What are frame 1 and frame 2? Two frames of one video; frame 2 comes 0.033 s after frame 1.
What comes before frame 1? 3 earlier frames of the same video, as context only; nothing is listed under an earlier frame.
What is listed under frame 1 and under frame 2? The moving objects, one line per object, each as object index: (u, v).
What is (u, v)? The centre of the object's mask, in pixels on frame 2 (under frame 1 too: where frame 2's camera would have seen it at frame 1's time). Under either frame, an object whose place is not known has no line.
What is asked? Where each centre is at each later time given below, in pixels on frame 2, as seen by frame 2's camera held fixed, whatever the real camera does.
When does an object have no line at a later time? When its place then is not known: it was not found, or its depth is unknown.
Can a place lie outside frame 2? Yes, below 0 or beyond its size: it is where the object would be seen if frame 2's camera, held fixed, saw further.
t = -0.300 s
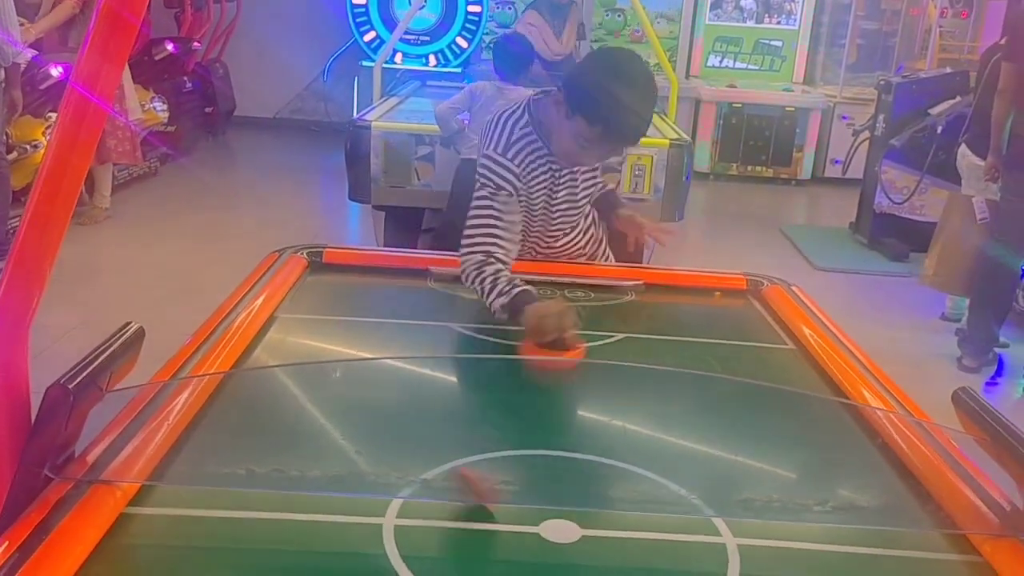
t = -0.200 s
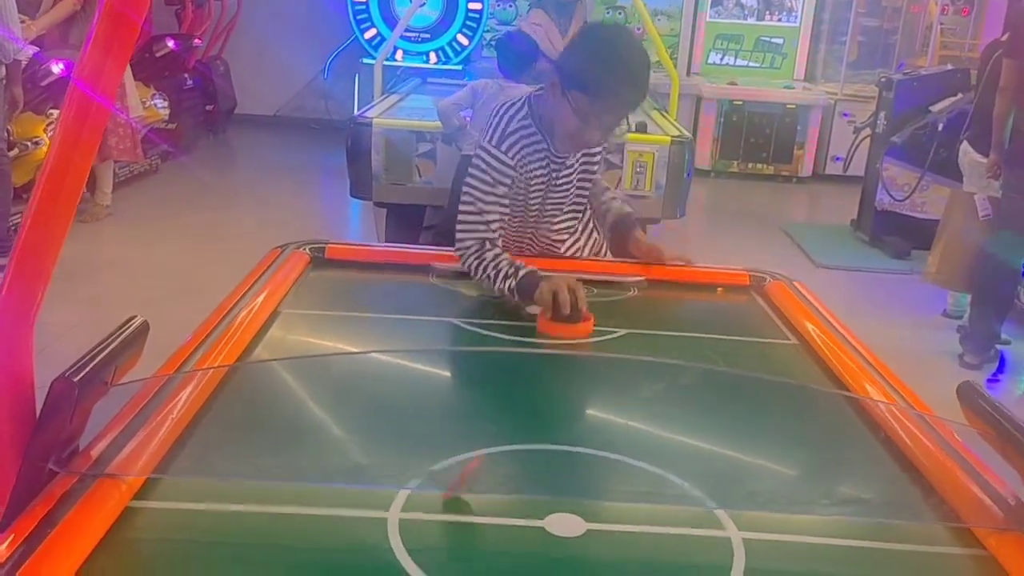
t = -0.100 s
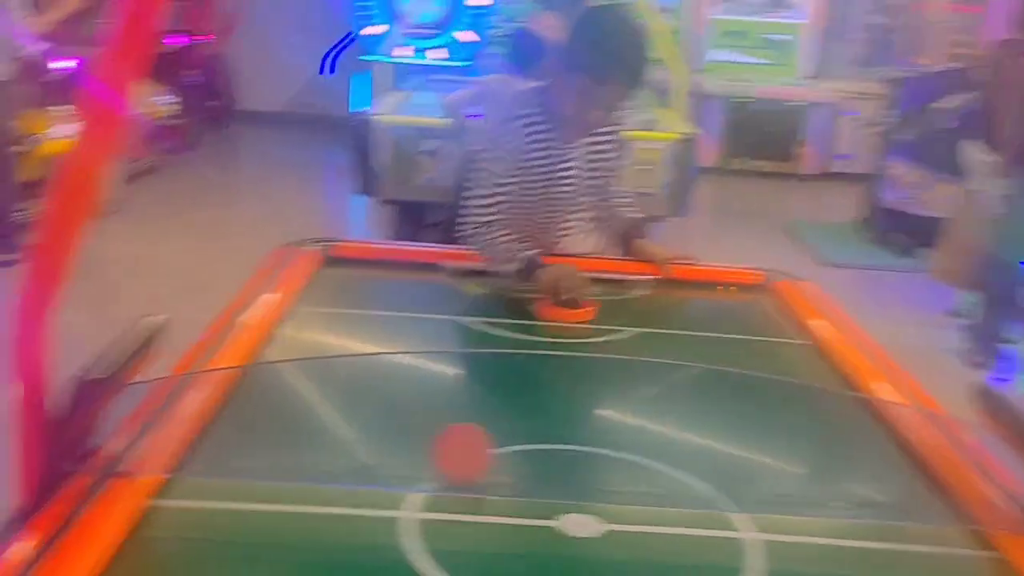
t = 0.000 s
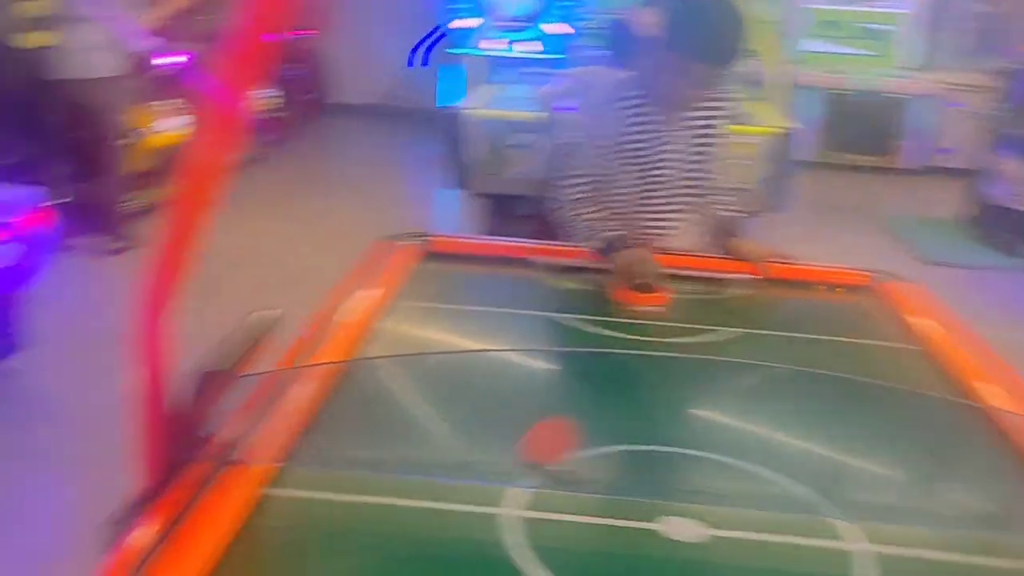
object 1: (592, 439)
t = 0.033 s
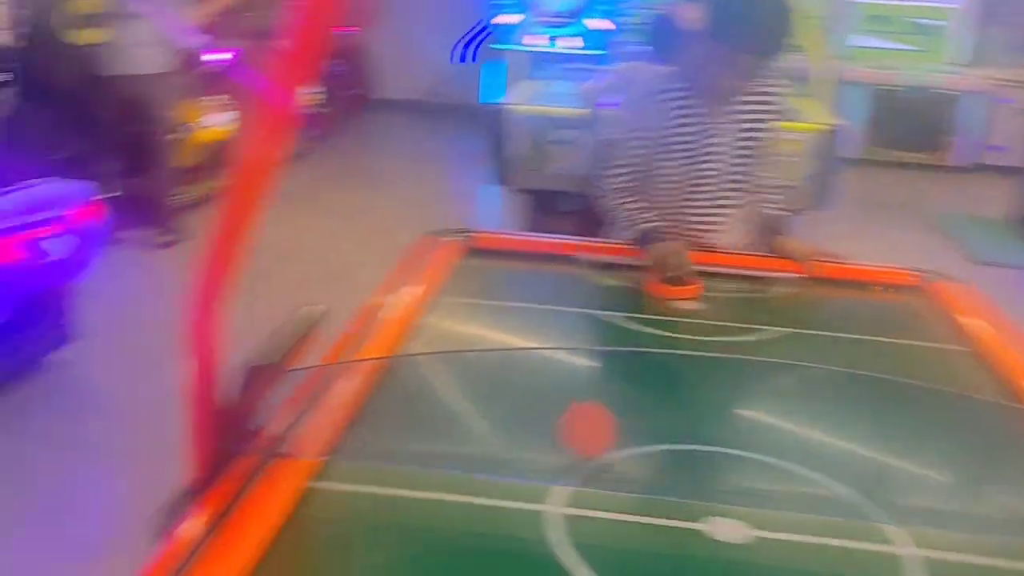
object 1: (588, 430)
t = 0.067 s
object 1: (585, 425)
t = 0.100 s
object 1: (584, 420)
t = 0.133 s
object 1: (583, 421)
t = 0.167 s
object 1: (580, 424)
